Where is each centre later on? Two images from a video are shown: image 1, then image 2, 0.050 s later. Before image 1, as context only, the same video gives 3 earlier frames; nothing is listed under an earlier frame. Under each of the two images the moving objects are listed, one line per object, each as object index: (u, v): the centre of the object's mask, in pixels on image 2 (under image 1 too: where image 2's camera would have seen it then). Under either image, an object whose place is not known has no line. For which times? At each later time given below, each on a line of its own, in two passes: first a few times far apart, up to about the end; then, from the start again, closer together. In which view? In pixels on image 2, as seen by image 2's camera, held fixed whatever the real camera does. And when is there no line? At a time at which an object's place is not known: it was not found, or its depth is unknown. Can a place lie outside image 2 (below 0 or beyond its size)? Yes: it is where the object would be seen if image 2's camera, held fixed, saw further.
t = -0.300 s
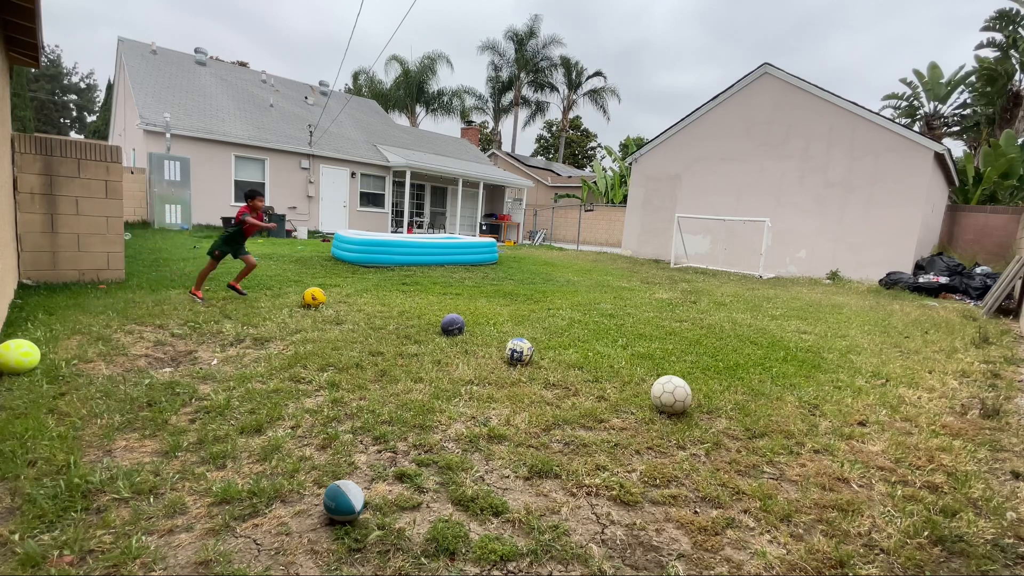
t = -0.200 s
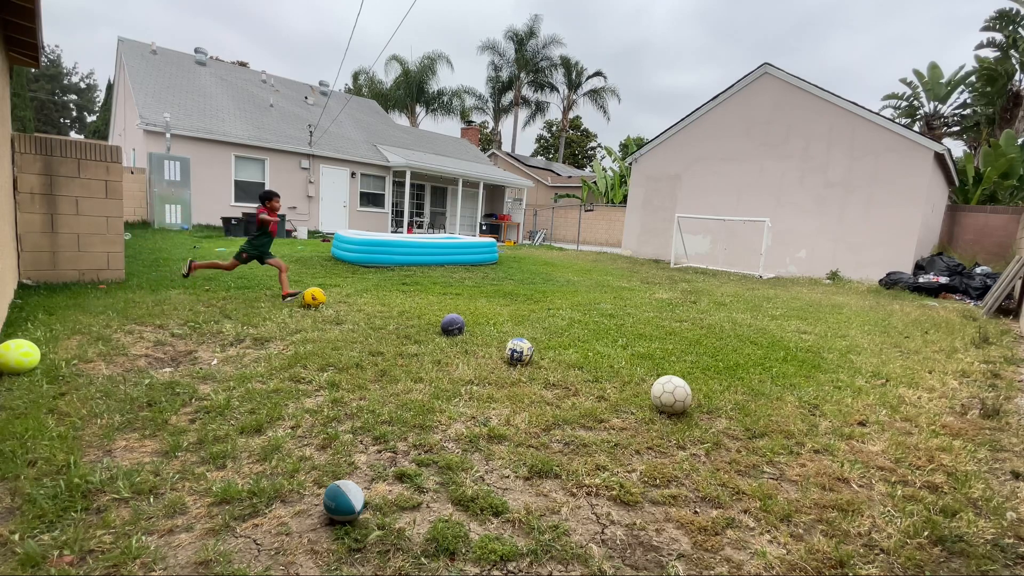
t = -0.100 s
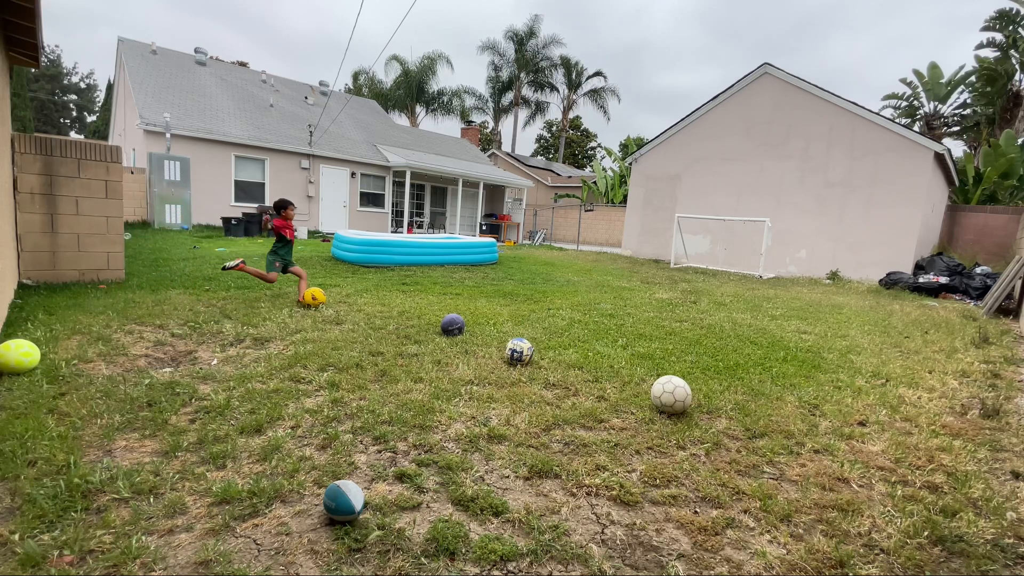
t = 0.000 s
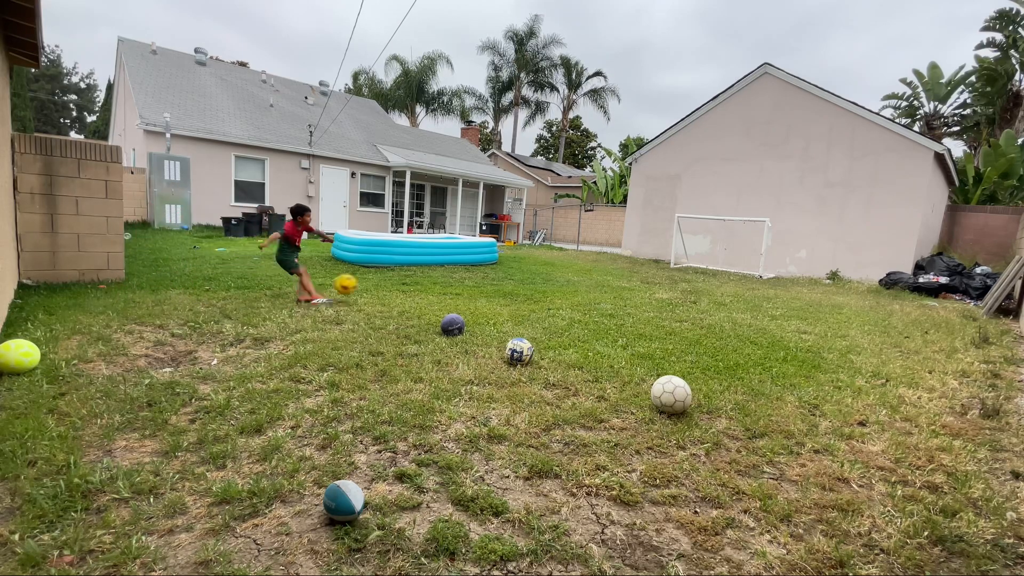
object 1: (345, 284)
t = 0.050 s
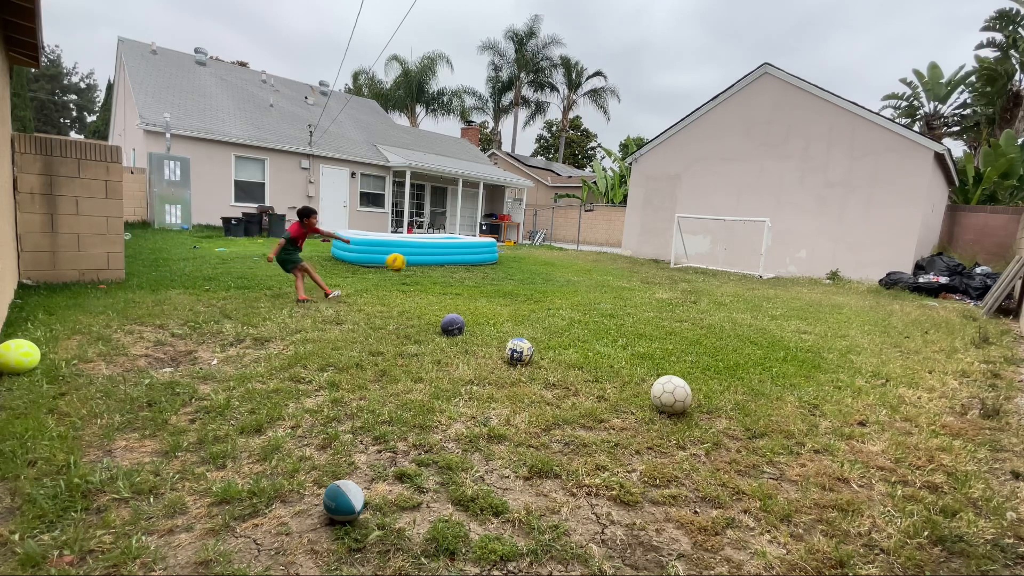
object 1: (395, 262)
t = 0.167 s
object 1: (487, 228)
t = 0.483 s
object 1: (637, 204)
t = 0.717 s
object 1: (700, 219)
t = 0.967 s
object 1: (696, 255)
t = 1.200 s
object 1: (691, 221)
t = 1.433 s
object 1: (682, 211)
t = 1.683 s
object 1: (669, 227)
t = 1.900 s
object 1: (653, 265)
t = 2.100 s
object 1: (646, 248)
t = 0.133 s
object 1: (465, 236)
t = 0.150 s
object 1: (476, 232)
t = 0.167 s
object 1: (487, 228)
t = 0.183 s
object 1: (498, 225)
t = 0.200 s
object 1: (508, 222)
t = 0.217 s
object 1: (518, 219)
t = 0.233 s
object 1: (528, 216)
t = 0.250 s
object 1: (537, 214)
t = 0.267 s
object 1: (546, 212)
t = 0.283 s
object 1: (555, 210)
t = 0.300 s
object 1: (563, 209)
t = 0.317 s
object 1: (571, 207)
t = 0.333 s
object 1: (578, 206)
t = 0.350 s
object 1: (586, 205)
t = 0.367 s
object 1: (593, 205)
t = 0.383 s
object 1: (600, 204)
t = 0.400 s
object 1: (607, 203)
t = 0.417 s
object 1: (613, 203)
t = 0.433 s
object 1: (619, 203)
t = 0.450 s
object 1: (625, 203)
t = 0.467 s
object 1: (631, 204)
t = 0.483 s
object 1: (637, 204)
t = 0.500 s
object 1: (642, 205)
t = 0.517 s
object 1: (648, 205)
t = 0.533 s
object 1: (653, 206)
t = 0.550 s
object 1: (658, 206)
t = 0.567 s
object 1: (663, 207)
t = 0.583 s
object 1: (667, 208)
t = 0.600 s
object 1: (672, 210)
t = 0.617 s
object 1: (677, 211)
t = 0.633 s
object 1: (681, 212)
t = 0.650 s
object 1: (685, 213)
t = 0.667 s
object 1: (689, 215)
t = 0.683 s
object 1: (693, 216)
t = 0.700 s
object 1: (697, 218)
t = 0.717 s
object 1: (700, 219)
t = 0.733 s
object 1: (701, 223)
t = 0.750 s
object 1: (700, 228)
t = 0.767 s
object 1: (700, 232)
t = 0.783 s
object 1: (700, 237)
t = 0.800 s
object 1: (699, 242)
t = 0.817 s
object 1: (699, 247)
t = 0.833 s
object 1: (699, 252)
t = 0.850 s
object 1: (698, 257)
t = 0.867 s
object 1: (698, 262)
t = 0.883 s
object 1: (697, 267)
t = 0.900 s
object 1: (697, 268)
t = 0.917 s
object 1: (697, 265)
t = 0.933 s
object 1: (697, 261)
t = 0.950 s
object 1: (696, 258)
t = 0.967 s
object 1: (696, 255)
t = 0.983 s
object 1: (696, 252)
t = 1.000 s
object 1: (696, 249)
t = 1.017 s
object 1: (695, 246)
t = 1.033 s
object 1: (695, 243)
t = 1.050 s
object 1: (695, 240)
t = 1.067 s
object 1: (694, 238)
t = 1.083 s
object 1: (694, 235)
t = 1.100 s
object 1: (694, 233)
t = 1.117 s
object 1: (693, 231)
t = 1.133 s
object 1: (693, 229)
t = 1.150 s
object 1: (692, 227)
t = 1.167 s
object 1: (692, 225)
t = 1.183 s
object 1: (691, 223)
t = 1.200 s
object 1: (691, 221)
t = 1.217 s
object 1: (690, 220)
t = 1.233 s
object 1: (690, 218)
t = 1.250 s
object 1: (690, 217)
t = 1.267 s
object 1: (689, 216)
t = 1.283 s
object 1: (688, 215)
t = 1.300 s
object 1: (688, 214)
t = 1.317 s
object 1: (687, 213)
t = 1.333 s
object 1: (686, 213)
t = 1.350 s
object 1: (686, 212)
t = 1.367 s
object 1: (685, 211)
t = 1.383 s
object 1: (684, 211)
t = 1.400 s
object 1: (683, 211)
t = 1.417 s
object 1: (683, 211)
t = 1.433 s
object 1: (682, 211)
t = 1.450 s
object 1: (681, 211)
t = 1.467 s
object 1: (680, 211)
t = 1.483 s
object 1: (680, 212)
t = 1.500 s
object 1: (679, 213)
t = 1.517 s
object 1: (678, 213)
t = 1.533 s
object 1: (677, 214)
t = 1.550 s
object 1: (676, 215)
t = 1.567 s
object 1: (675, 216)
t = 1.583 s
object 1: (674, 218)
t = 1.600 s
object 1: (673, 219)
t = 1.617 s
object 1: (672, 220)
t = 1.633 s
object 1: (672, 222)
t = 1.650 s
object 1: (670, 224)
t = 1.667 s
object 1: (669, 226)
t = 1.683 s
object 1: (669, 227)
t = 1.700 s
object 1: (667, 230)
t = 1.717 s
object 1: (666, 232)
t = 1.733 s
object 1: (665, 235)
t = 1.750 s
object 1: (664, 237)
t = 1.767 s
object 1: (663, 240)
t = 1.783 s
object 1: (662, 242)
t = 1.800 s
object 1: (661, 245)
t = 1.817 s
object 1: (660, 248)
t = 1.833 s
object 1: (658, 252)
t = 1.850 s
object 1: (657, 255)
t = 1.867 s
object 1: (656, 258)
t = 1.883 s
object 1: (655, 261)
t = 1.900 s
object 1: (653, 265)
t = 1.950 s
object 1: (652, 264)
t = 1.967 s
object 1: (651, 262)
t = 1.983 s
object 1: (650, 260)
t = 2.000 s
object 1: (650, 258)
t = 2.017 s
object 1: (649, 256)
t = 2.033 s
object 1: (649, 254)
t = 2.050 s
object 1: (648, 253)
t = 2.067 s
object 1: (647, 251)
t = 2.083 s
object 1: (647, 249)
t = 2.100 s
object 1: (646, 248)
